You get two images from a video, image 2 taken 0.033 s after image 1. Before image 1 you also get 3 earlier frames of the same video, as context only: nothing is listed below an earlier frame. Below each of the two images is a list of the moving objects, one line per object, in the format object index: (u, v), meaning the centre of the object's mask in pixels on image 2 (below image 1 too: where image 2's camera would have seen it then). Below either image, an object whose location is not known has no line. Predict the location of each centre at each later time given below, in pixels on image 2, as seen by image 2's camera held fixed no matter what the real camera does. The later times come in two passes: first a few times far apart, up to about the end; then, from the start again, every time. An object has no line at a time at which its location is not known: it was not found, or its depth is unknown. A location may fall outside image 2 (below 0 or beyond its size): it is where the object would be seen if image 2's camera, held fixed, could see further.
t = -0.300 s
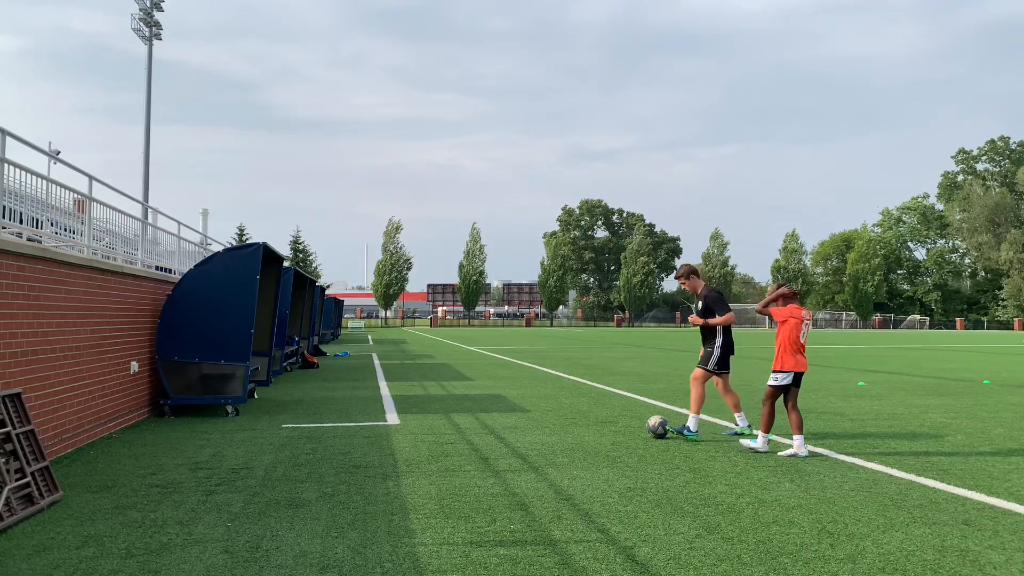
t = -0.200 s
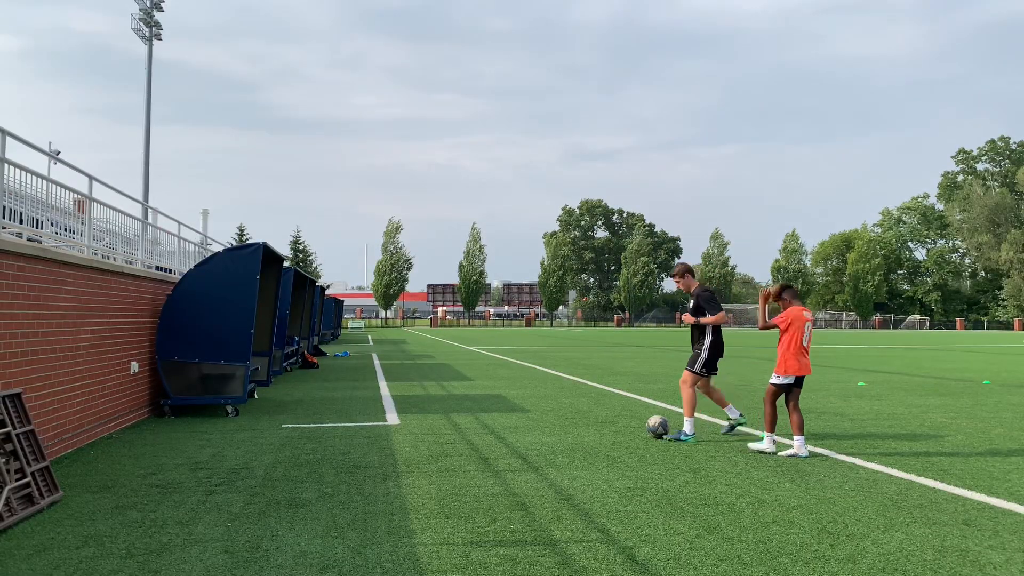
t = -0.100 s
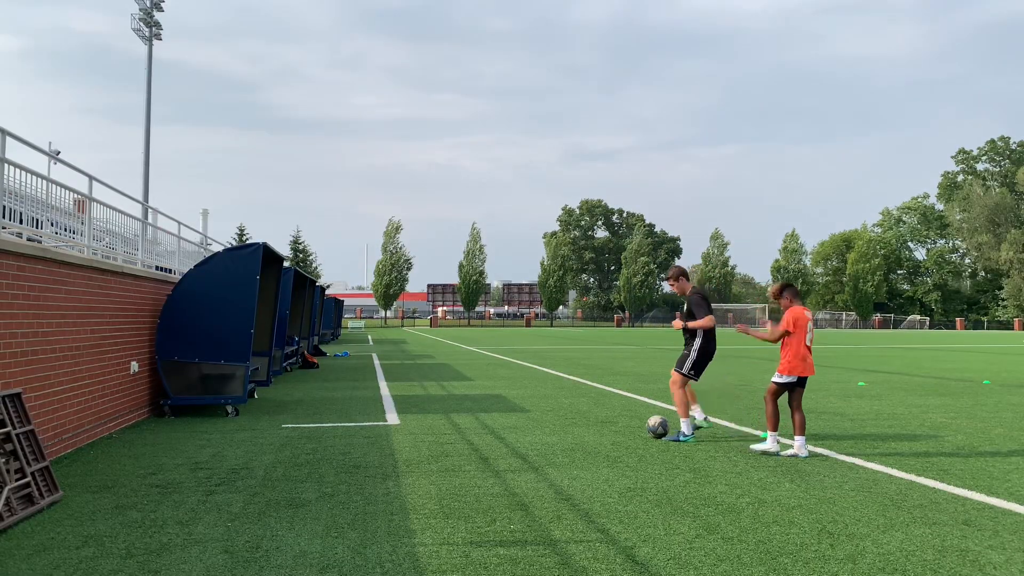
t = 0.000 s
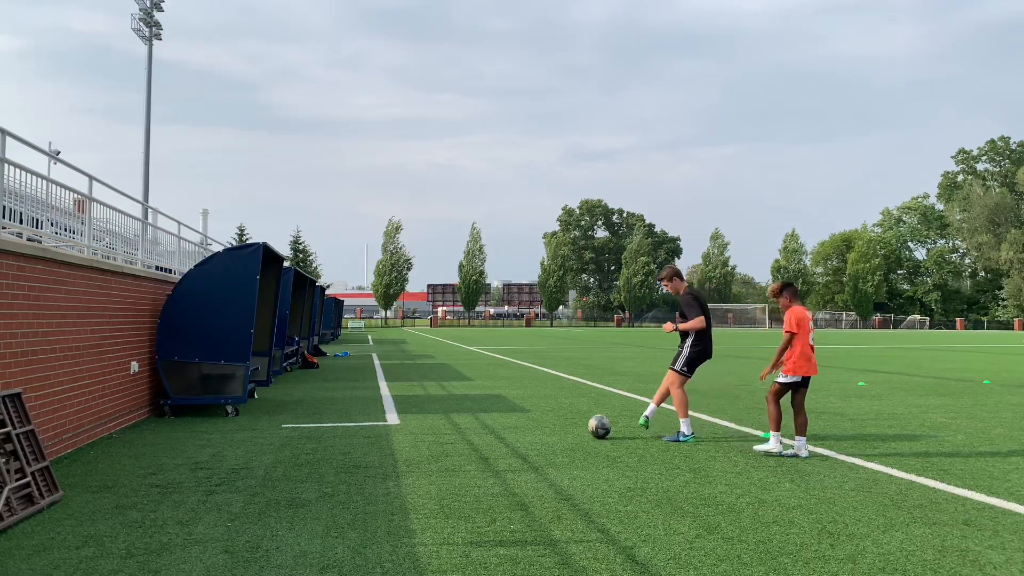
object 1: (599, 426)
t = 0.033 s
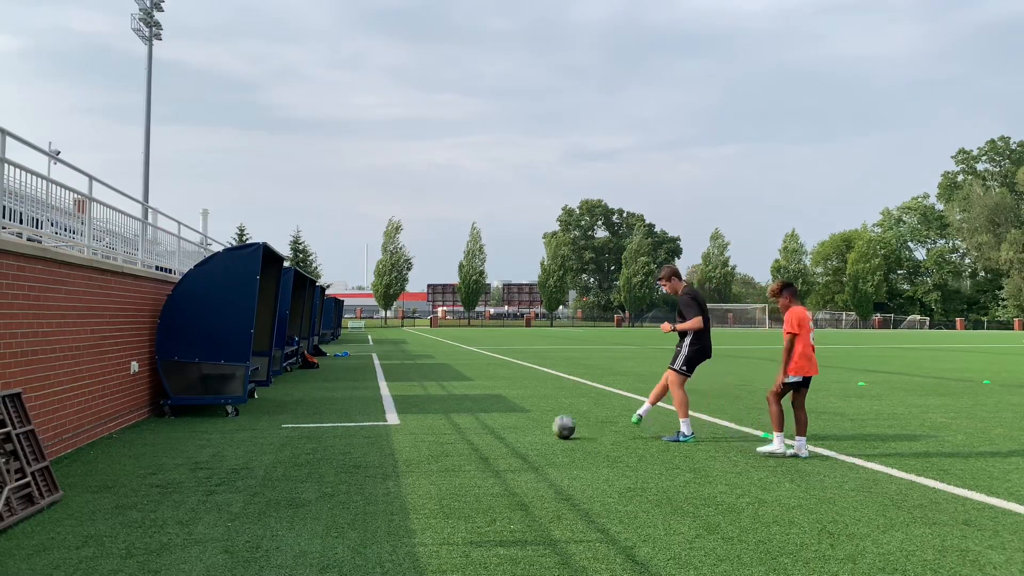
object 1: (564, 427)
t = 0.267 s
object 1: (332, 430)
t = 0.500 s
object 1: (130, 435)
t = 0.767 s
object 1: (237, 414)
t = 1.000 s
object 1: (358, 418)
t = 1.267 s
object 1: (445, 420)
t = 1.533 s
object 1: (499, 419)
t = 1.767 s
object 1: (545, 420)
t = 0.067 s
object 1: (528, 428)
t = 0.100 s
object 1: (495, 428)
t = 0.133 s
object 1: (461, 428)
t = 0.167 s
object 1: (428, 429)
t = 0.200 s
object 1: (396, 429)
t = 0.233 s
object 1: (365, 430)
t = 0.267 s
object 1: (332, 430)
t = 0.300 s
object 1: (302, 431)
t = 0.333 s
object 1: (271, 431)
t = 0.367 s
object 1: (241, 432)
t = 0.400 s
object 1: (213, 432)
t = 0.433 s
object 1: (184, 433)
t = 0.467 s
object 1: (156, 435)
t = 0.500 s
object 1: (130, 435)
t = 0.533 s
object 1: (103, 435)
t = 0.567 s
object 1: (108, 429)
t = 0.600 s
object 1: (130, 423)
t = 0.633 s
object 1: (152, 418)
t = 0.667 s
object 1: (173, 416)
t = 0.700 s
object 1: (195, 414)
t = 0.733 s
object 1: (216, 413)
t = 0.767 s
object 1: (237, 414)
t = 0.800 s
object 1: (258, 416)
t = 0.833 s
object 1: (278, 419)
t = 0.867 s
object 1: (298, 423)
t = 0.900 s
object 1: (318, 428)
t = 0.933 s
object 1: (333, 426)
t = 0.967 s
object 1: (346, 422)
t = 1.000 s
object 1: (358, 418)
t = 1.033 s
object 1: (370, 417)
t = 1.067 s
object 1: (382, 416)
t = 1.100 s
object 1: (394, 417)
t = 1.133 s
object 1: (407, 417)
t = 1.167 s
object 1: (419, 420)
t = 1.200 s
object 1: (430, 424)
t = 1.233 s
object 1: (438, 423)
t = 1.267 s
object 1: (445, 420)
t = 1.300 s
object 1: (452, 418)
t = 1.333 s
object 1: (459, 417)
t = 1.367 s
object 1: (466, 418)
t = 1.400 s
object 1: (472, 419)
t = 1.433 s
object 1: (479, 423)
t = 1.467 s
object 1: (486, 422)
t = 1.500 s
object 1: (492, 420)
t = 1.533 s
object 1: (499, 419)
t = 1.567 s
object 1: (506, 420)
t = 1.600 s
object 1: (513, 422)
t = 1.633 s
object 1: (520, 422)
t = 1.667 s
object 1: (526, 421)
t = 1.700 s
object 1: (533, 421)
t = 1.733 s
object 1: (539, 420)
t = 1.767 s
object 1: (545, 420)
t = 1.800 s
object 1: (551, 421)
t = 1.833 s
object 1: (557, 420)
